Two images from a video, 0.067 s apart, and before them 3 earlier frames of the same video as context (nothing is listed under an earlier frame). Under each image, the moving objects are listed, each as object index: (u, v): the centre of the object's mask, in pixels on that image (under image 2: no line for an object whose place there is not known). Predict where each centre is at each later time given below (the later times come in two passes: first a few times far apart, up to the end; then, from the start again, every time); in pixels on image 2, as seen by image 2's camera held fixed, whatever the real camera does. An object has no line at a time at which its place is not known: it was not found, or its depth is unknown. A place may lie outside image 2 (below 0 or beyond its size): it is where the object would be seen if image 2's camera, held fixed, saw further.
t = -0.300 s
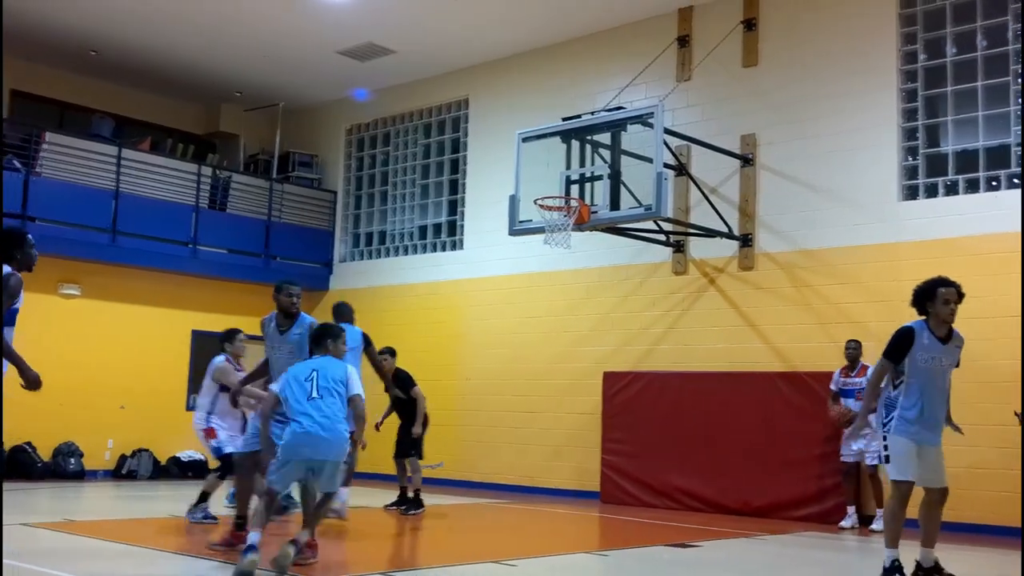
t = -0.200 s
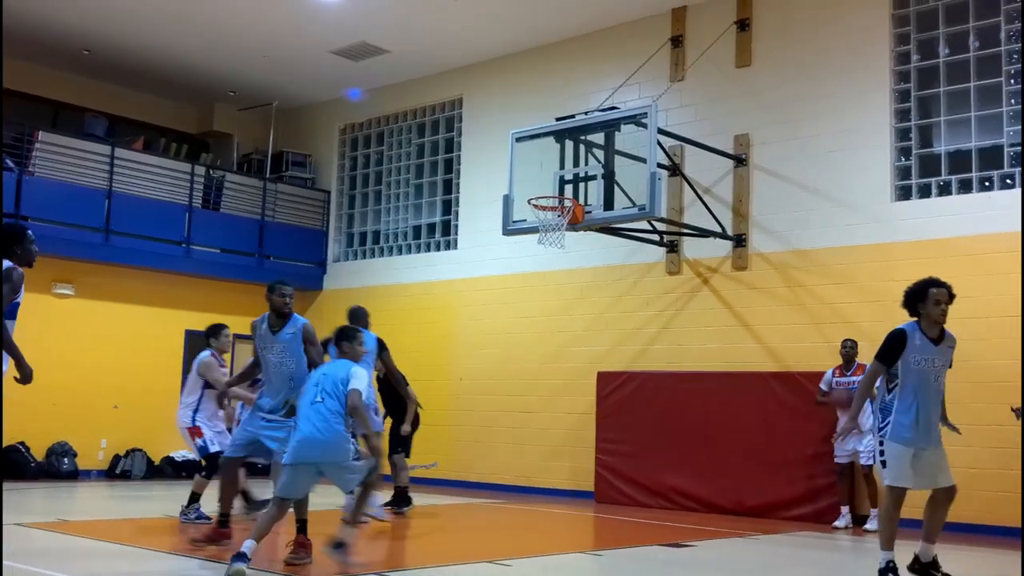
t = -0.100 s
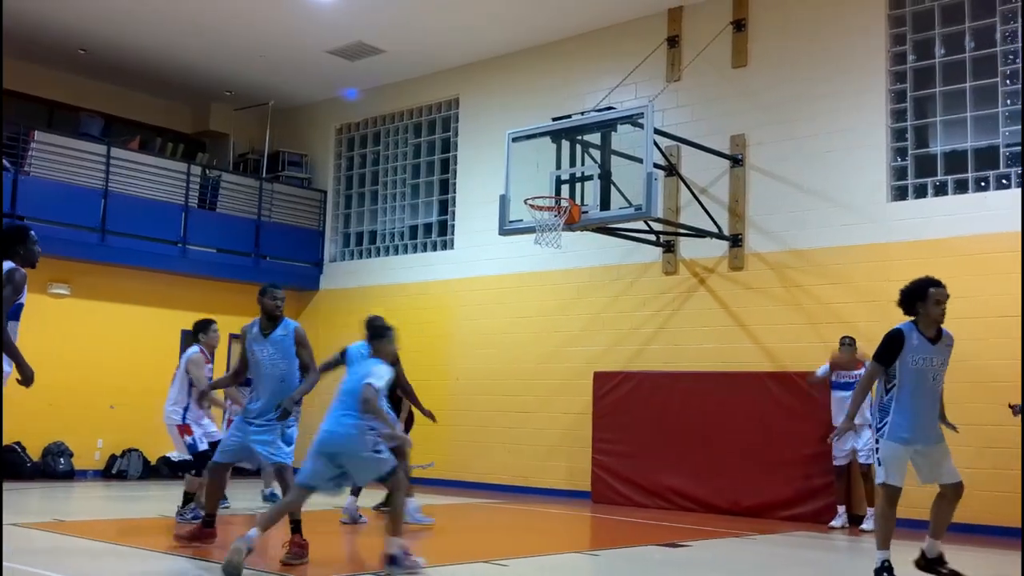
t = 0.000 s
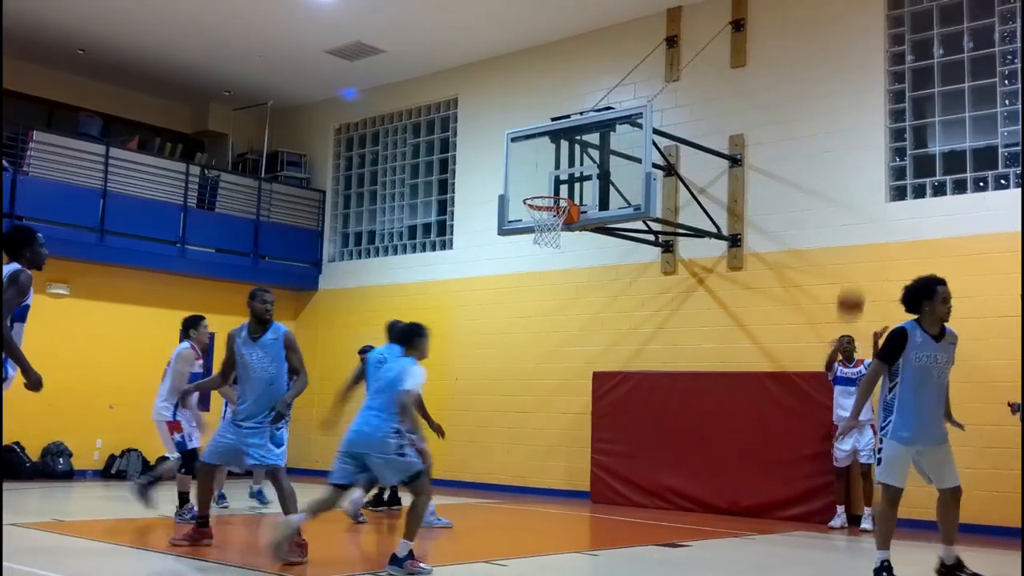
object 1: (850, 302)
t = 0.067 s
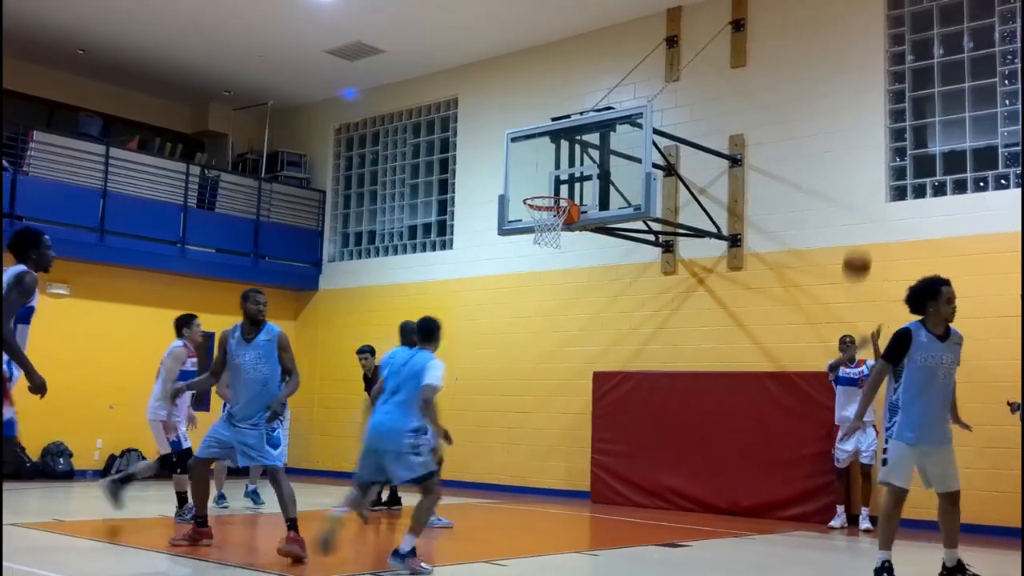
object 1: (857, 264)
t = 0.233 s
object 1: (872, 176)
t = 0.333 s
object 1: (882, 130)
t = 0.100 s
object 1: (860, 245)
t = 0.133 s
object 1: (863, 226)
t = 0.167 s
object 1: (866, 209)
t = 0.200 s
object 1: (869, 192)
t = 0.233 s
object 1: (872, 176)
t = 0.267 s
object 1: (875, 159)
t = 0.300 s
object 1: (879, 143)
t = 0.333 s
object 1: (882, 130)
